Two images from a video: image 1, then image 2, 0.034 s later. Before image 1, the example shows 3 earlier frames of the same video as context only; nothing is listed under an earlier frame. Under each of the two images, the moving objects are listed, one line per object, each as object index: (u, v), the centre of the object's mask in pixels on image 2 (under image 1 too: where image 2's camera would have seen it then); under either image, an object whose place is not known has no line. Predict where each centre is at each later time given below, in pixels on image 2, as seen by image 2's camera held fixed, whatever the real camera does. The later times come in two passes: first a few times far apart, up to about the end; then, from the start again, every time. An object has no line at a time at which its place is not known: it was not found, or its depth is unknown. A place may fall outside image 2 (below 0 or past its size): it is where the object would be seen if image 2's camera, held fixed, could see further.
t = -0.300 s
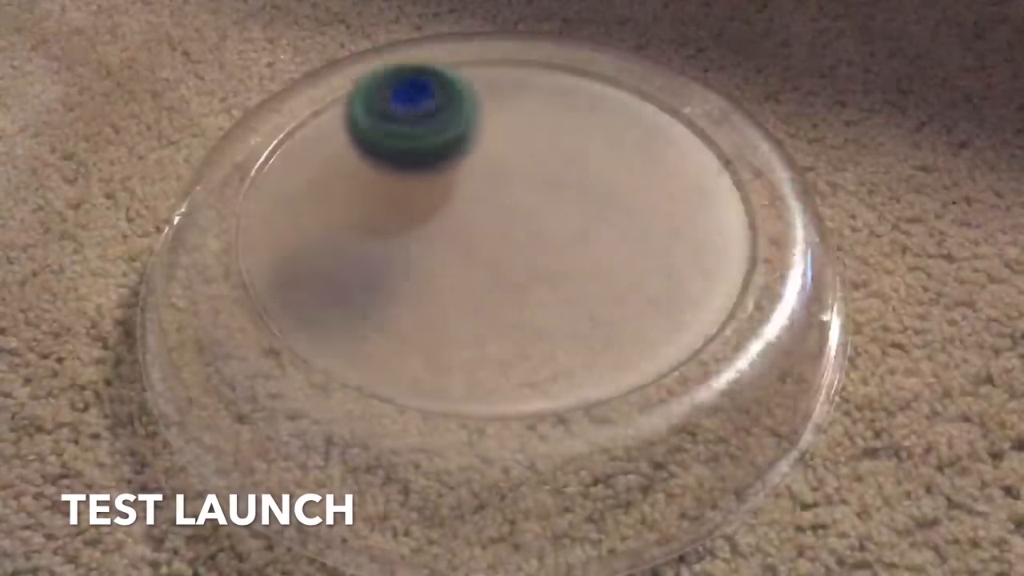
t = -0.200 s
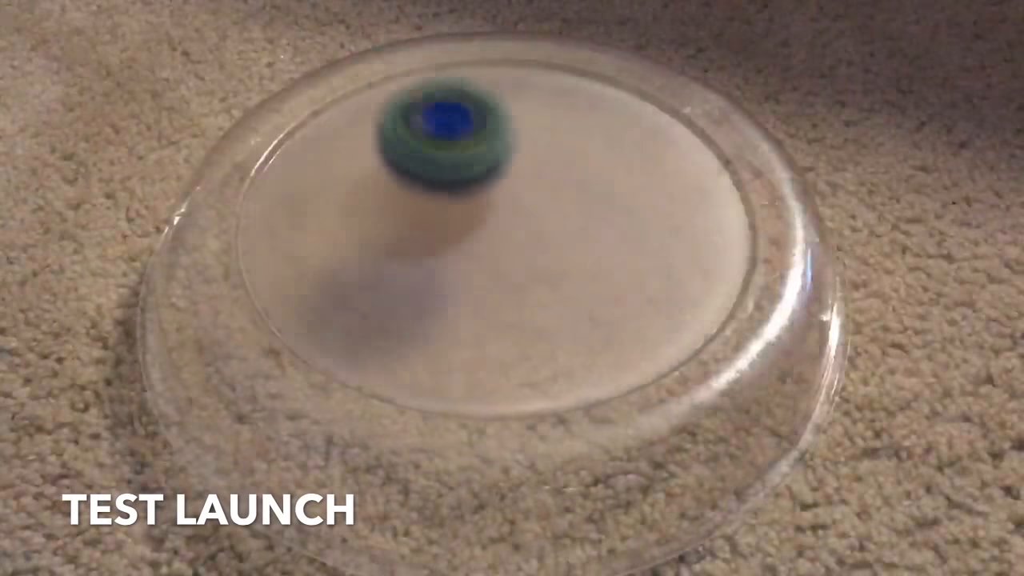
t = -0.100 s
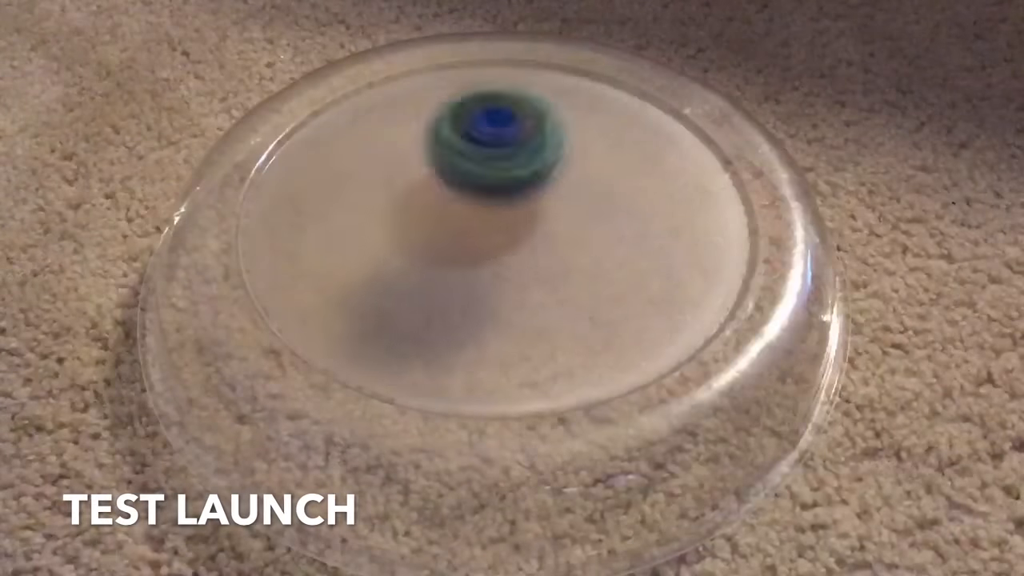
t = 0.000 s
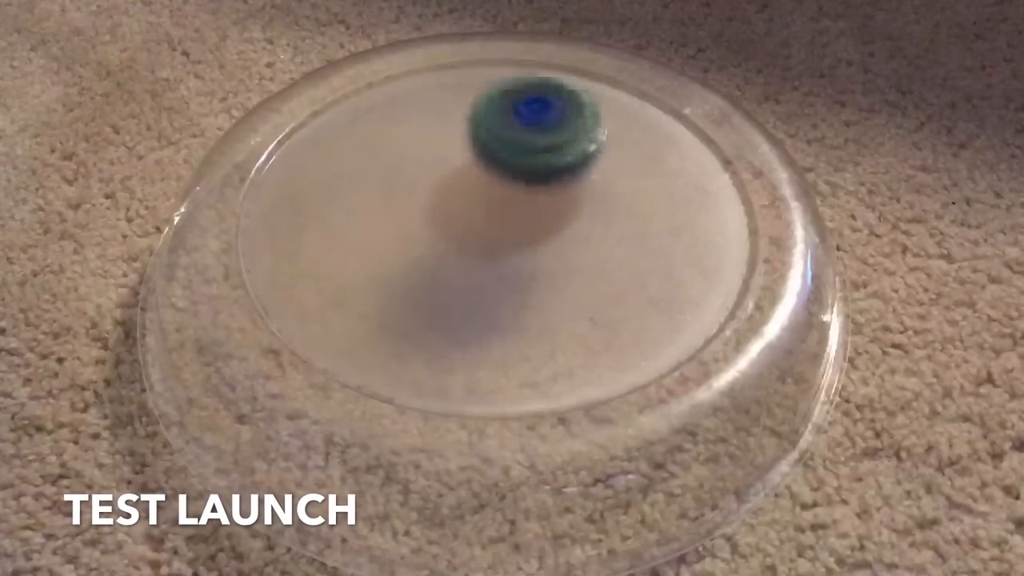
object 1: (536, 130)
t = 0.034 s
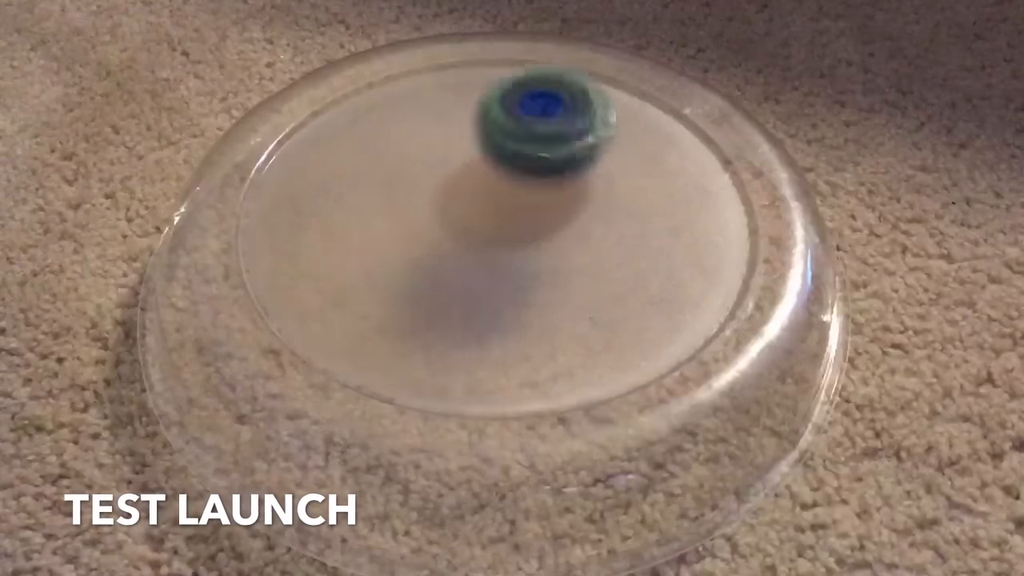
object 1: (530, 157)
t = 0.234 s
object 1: (552, 124)
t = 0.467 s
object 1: (517, 133)
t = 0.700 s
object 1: (523, 126)
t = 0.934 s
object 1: (535, 177)
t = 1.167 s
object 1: (582, 153)
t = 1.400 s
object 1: (582, 143)
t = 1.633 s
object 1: (548, 162)
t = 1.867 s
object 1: (541, 164)
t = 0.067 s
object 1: (548, 119)
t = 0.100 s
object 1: (554, 114)
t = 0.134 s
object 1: (557, 111)
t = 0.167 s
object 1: (544, 140)
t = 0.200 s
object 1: (552, 130)
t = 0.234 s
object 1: (552, 124)
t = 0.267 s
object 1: (553, 97)
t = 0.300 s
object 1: (536, 128)
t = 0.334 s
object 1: (533, 128)
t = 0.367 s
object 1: (529, 127)
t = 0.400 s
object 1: (525, 129)
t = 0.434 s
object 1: (521, 130)
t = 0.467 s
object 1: (517, 133)
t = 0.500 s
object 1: (513, 134)
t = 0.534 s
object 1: (511, 138)
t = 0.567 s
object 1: (509, 142)
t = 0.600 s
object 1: (509, 145)
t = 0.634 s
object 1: (509, 149)
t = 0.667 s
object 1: (509, 155)
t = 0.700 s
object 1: (523, 126)
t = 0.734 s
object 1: (513, 162)
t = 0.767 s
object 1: (515, 166)
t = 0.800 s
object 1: (519, 168)
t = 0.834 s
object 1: (522, 171)
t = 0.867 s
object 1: (526, 174)
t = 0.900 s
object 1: (544, 143)
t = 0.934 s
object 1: (535, 177)
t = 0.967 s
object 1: (539, 181)
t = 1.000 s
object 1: (558, 149)
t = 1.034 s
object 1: (563, 153)
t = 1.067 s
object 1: (568, 152)
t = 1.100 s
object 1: (572, 153)
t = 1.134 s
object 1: (578, 153)
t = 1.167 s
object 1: (582, 153)
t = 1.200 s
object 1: (593, 150)
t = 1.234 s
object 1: (595, 150)
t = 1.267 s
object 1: (596, 148)
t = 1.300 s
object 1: (596, 146)
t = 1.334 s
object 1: (592, 143)
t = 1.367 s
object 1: (588, 143)
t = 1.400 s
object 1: (582, 143)
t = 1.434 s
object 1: (579, 144)
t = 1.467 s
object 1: (573, 147)
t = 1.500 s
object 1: (567, 148)
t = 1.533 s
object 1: (560, 153)
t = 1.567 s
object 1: (556, 155)
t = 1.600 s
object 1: (552, 159)
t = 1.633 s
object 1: (548, 162)
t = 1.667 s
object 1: (547, 166)
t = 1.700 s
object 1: (547, 167)
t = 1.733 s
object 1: (546, 167)
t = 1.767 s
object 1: (545, 167)
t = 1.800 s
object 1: (545, 168)
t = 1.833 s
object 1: (544, 168)
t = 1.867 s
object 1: (541, 164)
